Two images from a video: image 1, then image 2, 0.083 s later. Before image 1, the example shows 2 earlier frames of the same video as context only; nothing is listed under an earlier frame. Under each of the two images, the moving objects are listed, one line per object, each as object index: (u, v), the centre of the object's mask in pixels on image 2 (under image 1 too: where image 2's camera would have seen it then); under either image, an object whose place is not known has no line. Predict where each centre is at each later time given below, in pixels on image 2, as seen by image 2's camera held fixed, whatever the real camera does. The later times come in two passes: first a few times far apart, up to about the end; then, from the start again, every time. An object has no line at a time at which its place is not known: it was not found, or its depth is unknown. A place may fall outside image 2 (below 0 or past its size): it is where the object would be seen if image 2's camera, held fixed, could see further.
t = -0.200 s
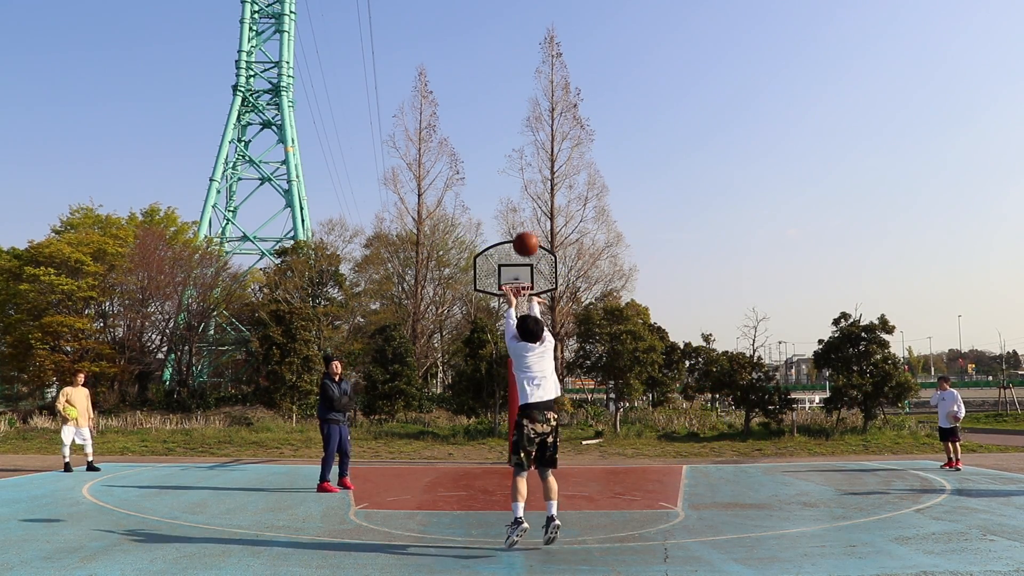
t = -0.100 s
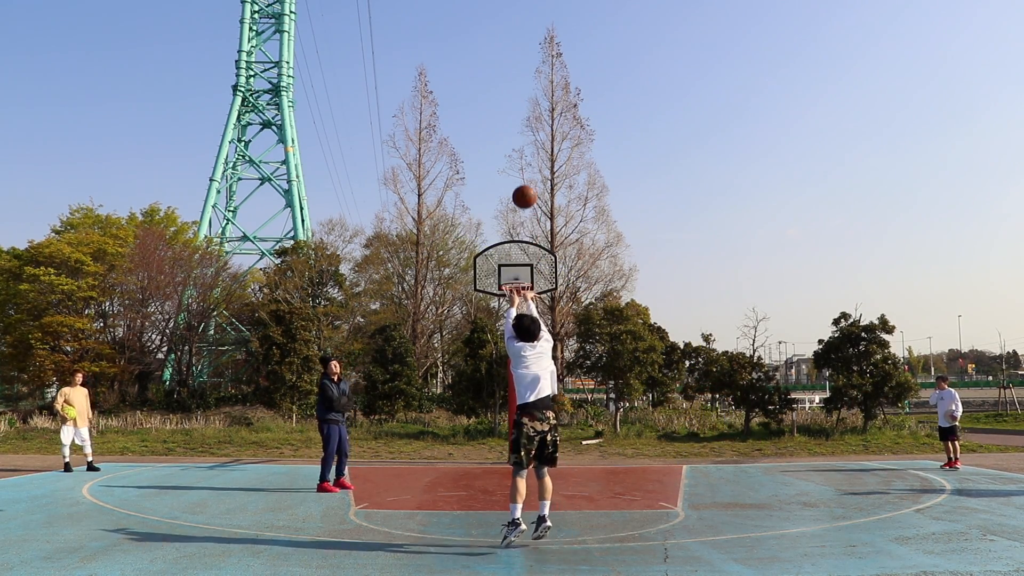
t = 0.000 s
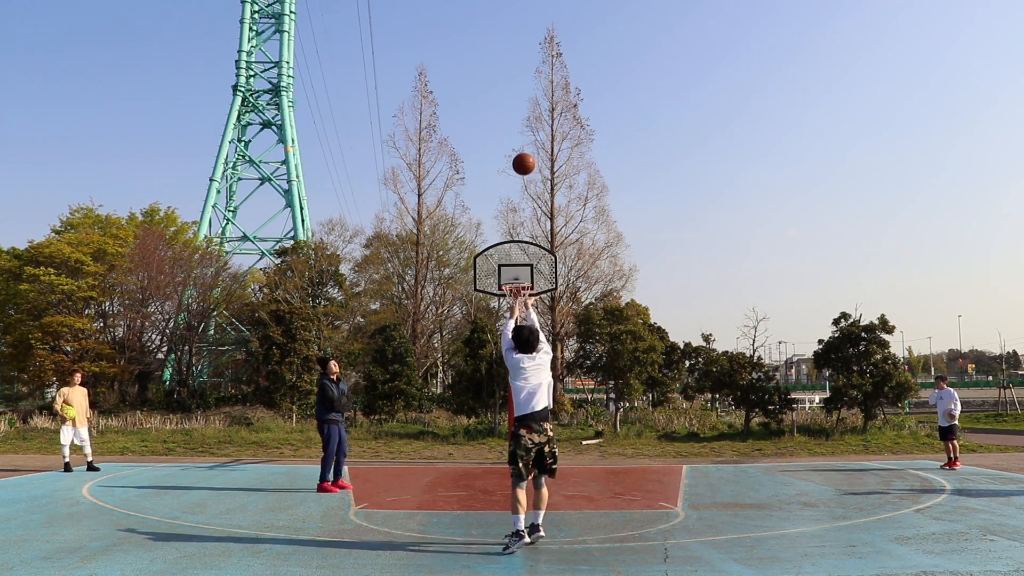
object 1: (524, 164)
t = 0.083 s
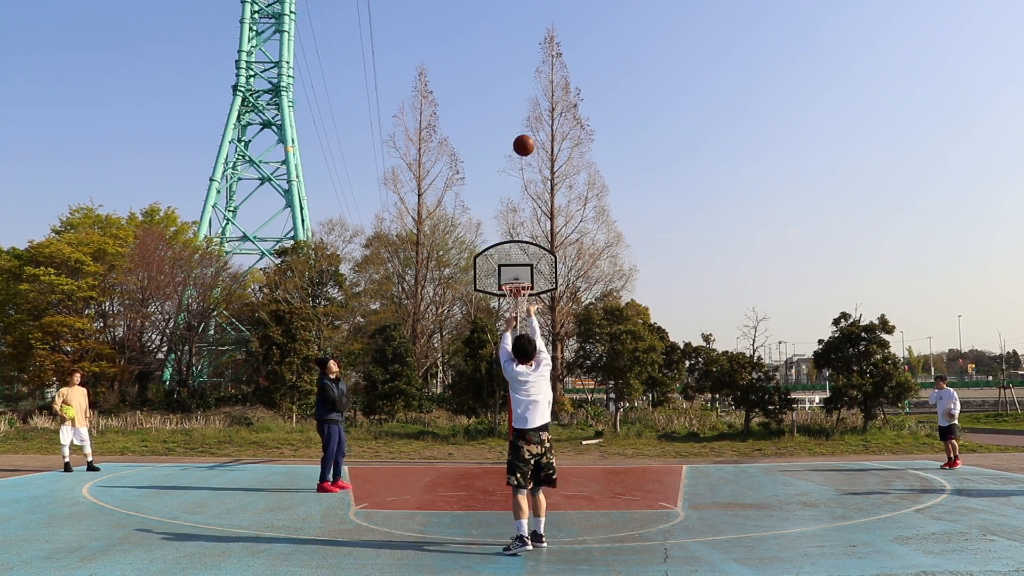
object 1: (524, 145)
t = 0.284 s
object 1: (526, 127)
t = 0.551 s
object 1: (530, 146)
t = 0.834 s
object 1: (535, 210)
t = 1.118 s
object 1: (542, 306)
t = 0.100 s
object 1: (524, 142)
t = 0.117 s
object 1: (524, 140)
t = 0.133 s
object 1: (524, 137)
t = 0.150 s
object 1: (524, 135)
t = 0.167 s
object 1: (524, 134)
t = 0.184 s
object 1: (524, 132)
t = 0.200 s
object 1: (525, 130)
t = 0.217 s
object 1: (525, 129)
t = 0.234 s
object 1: (525, 128)
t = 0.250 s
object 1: (526, 128)
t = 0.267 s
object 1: (525, 127)
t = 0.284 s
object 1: (526, 127)
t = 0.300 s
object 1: (526, 127)
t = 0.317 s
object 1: (527, 127)
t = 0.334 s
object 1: (526, 127)
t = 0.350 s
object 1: (527, 127)
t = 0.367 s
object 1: (527, 128)
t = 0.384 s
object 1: (527, 129)
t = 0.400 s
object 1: (528, 130)
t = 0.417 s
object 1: (528, 131)
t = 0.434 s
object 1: (528, 133)
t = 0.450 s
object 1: (528, 134)
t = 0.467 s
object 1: (529, 136)
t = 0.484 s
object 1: (529, 137)
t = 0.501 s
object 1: (529, 140)
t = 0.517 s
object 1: (530, 142)
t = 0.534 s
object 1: (530, 144)
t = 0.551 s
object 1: (530, 146)
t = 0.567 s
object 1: (531, 149)
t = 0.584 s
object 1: (531, 152)
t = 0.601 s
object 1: (531, 154)
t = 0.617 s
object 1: (532, 157)
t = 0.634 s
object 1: (532, 161)
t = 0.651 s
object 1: (532, 164)
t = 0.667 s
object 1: (532, 168)
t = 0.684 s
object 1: (533, 171)
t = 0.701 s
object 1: (533, 175)
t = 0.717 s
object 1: (533, 179)
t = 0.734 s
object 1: (533, 183)
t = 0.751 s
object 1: (534, 187)
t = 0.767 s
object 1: (534, 191)
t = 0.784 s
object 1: (534, 196)
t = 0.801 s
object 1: (534, 200)
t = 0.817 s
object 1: (535, 205)
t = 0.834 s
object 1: (535, 210)
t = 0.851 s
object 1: (536, 214)
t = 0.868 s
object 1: (536, 220)
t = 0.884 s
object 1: (537, 224)
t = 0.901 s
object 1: (537, 230)
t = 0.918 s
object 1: (538, 235)
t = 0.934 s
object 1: (538, 240)
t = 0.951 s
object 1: (538, 246)
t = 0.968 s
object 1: (539, 251)
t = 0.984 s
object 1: (539, 257)
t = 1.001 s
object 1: (539, 263)
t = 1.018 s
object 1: (540, 269)
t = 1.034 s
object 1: (540, 275)
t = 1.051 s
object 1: (541, 281)
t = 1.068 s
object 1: (541, 287)
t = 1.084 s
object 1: (541, 294)
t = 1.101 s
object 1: (541, 300)
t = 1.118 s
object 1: (542, 306)
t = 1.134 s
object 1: (542, 313)
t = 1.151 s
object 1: (543, 320)
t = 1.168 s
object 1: (543, 326)
